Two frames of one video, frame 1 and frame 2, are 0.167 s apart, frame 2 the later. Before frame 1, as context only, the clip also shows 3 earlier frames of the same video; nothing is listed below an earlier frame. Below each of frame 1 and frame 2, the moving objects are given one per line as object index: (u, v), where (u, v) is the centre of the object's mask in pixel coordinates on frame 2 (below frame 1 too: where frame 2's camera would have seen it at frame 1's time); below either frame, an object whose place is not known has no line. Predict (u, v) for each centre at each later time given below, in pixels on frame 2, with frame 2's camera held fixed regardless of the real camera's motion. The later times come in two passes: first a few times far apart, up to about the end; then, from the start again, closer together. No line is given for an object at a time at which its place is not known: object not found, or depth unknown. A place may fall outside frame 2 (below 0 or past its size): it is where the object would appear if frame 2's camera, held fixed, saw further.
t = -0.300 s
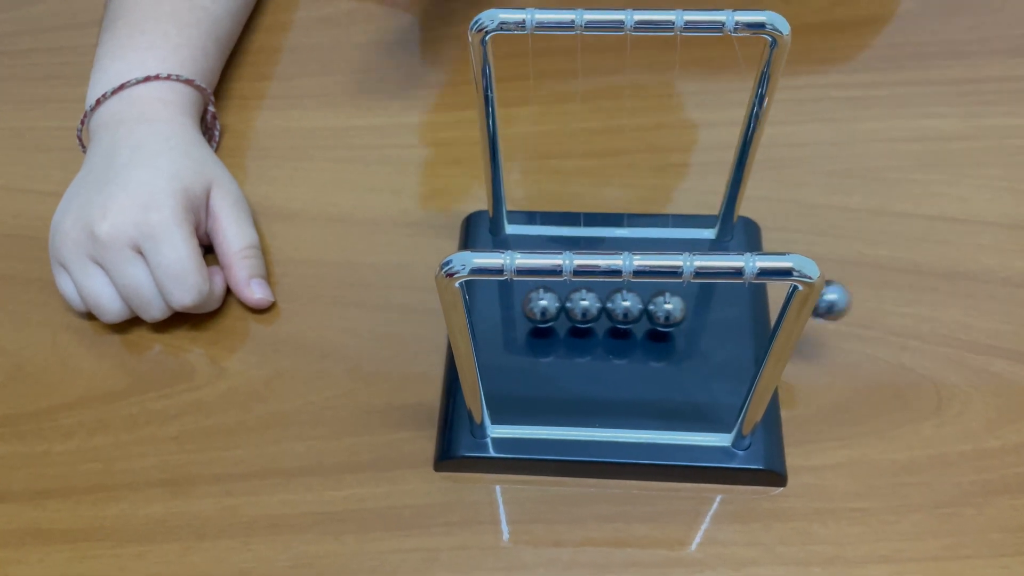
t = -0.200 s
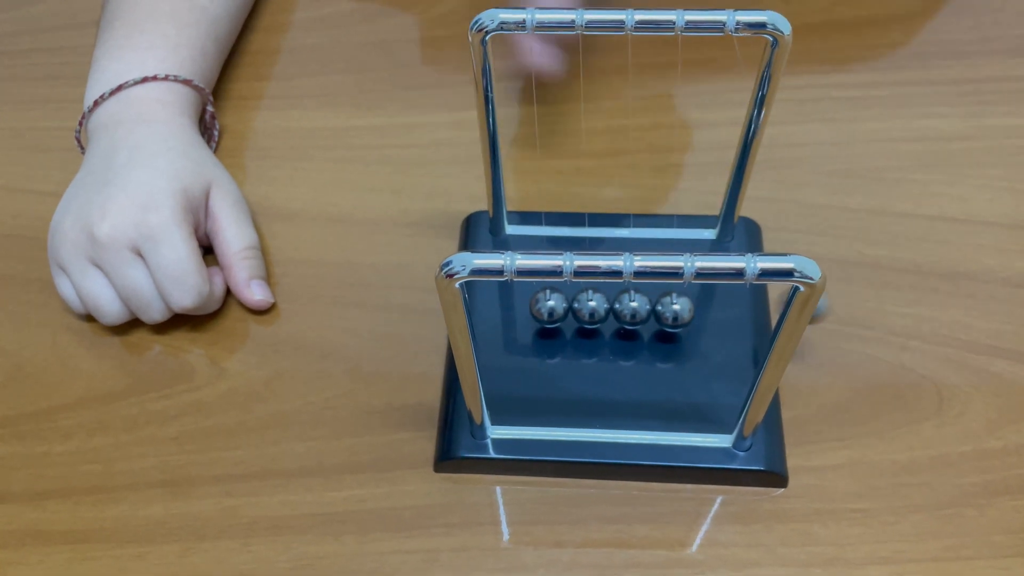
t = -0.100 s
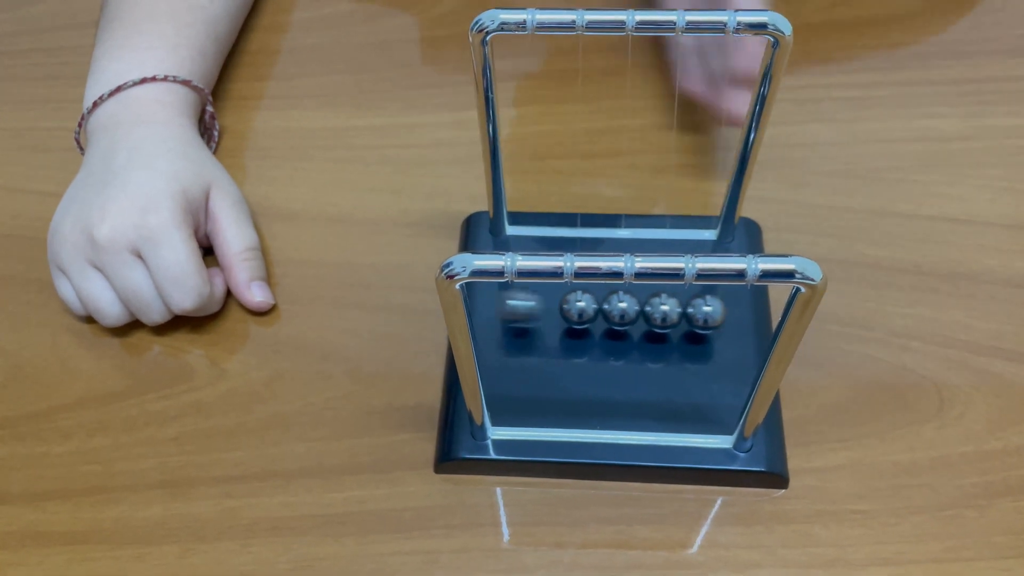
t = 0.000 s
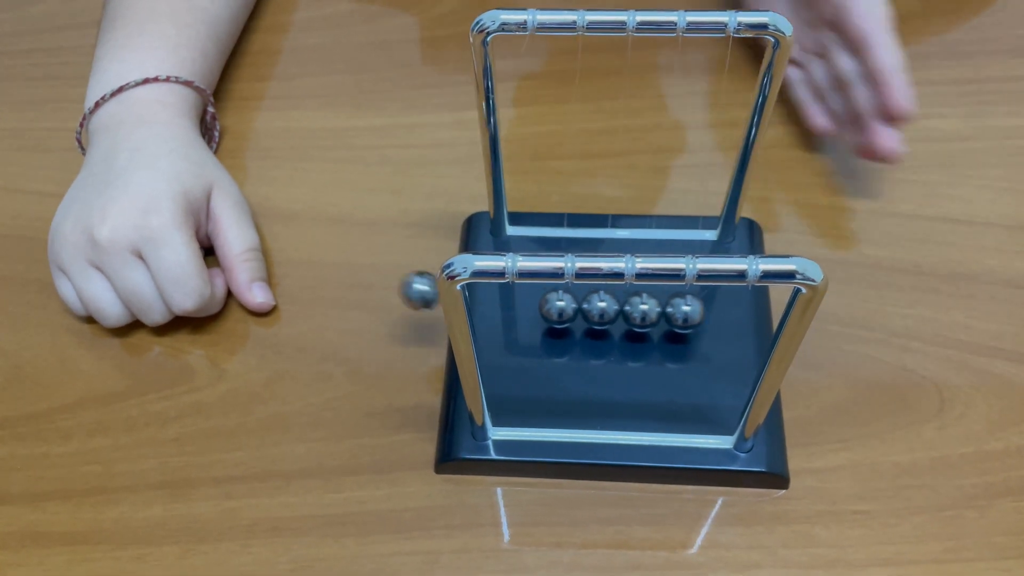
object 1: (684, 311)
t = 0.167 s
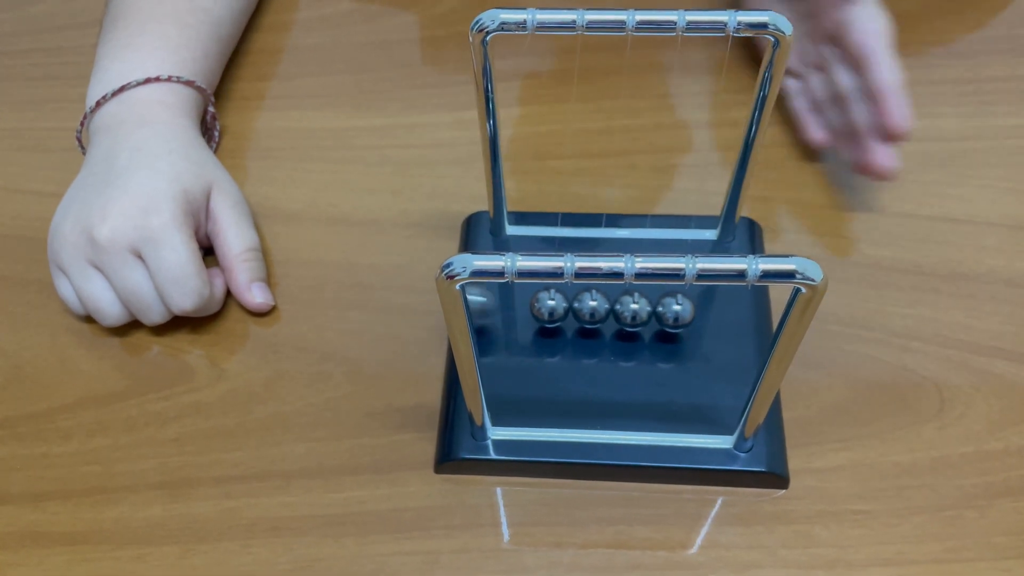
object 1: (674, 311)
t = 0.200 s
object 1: (680, 312)
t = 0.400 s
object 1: (830, 305)
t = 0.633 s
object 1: (685, 312)
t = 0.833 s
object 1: (675, 311)
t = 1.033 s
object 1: (824, 309)
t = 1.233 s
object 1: (697, 313)
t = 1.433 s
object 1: (668, 311)
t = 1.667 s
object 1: (819, 312)
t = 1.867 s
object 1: (700, 312)
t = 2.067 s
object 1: (665, 311)
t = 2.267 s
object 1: (777, 303)
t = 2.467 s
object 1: (715, 313)
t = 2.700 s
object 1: (663, 310)
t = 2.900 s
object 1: (773, 307)
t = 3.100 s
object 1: (718, 313)
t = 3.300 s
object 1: (661, 311)
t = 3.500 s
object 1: (755, 312)
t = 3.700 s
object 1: (728, 313)
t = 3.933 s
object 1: (659, 310)
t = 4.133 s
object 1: (748, 312)
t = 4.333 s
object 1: (732, 312)
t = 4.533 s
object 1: (667, 310)
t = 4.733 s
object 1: (722, 312)
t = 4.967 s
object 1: (735, 311)
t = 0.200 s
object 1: (680, 312)
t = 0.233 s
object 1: (719, 313)
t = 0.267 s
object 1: (759, 310)
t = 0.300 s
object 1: (779, 303)
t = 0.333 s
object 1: (827, 308)
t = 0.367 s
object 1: (833, 305)
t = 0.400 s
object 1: (830, 305)
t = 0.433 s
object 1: (822, 311)
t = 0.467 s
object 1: (771, 307)
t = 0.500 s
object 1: (743, 311)
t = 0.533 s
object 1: (709, 313)
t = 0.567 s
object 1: (702, 312)
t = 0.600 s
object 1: (693, 312)
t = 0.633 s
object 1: (685, 312)
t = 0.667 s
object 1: (678, 312)
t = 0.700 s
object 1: (672, 311)
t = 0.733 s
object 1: (669, 311)
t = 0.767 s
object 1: (669, 311)
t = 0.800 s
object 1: (671, 311)
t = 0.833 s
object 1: (675, 311)
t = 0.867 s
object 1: (705, 313)
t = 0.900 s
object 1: (746, 312)
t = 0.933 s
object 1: (771, 306)
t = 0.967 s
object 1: (782, 301)
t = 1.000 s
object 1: (824, 309)
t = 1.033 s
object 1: (824, 309)
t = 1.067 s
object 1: (819, 312)
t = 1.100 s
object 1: (771, 307)
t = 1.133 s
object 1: (748, 311)
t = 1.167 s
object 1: (714, 313)
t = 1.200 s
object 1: (706, 313)
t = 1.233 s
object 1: (697, 313)
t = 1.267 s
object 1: (688, 312)
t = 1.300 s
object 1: (679, 312)
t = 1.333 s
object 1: (672, 311)
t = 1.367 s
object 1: (668, 311)
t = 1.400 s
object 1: (667, 311)
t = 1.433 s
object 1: (668, 311)
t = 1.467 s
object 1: (672, 311)
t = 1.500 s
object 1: (697, 313)
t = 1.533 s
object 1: (733, 312)
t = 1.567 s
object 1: (762, 310)
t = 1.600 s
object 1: (777, 304)
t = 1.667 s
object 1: (819, 312)
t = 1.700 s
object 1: (782, 301)
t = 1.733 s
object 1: (770, 308)
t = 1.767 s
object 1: (750, 312)
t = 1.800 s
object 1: (719, 313)
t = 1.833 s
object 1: (710, 313)
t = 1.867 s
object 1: (700, 312)
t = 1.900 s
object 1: (690, 312)
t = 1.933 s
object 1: (681, 312)
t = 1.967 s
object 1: (673, 311)
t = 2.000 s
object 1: (667, 311)
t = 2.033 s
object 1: (665, 311)
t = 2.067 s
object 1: (665, 311)
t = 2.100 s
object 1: (669, 311)
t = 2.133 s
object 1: (691, 314)
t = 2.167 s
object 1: (722, 314)
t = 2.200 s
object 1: (753, 312)
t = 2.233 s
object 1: (770, 308)
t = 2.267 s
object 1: (777, 303)
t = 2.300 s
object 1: (780, 302)
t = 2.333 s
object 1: (777, 304)
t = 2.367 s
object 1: (768, 309)
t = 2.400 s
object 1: (750, 312)
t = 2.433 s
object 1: (723, 313)
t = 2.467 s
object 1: (715, 313)
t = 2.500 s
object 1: (705, 313)
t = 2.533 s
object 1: (695, 313)
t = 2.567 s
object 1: (685, 312)
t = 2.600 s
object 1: (675, 312)
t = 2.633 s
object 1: (667, 311)
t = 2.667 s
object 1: (663, 310)
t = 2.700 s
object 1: (663, 310)
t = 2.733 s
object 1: (666, 311)
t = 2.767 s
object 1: (688, 312)
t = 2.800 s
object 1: (717, 312)
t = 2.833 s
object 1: (745, 312)
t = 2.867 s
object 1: (763, 311)
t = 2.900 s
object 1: (773, 307)
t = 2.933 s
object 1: (775, 305)
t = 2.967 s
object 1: (773, 306)
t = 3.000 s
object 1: (764, 310)
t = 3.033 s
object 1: (747, 312)
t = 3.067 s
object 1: (726, 313)
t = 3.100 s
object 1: (718, 313)
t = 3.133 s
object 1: (708, 313)
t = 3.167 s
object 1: (696, 313)
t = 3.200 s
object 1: (685, 312)
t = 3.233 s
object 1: (674, 312)
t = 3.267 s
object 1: (666, 311)
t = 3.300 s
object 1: (661, 311)
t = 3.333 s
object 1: (660, 311)
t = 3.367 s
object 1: (662, 311)
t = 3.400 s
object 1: (685, 313)
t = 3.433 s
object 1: (710, 314)
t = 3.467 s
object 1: (737, 312)
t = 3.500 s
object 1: (755, 312)
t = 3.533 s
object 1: (766, 310)
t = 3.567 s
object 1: (770, 309)
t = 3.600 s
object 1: (768, 309)
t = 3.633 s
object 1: (760, 311)
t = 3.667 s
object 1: (742, 312)
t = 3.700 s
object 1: (728, 313)
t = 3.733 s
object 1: (721, 313)
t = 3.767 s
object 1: (710, 313)
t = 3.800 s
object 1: (698, 312)
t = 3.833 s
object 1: (687, 312)
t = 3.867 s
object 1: (675, 311)
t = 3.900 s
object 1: (665, 310)
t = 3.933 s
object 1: (659, 310)
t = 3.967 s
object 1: (658, 310)
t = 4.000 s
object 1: (663, 310)
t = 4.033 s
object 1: (684, 313)
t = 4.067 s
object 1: (707, 313)
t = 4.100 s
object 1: (730, 312)
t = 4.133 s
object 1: (748, 312)
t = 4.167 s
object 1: (758, 311)
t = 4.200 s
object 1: (762, 311)
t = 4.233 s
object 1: (760, 311)
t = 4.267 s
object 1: (752, 311)
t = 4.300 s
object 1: (737, 312)
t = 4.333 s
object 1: (732, 312)
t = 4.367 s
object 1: (724, 312)
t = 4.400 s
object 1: (714, 312)
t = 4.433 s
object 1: (701, 312)
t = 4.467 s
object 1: (689, 312)
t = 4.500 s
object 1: (677, 311)
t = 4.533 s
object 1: (667, 310)
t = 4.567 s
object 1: (660, 310)
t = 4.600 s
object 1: (657, 309)
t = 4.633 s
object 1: (667, 310)
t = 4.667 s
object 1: (685, 312)
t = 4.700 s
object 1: (704, 312)
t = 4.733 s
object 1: (722, 312)
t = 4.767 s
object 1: (738, 311)
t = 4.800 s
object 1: (748, 311)
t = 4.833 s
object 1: (752, 310)
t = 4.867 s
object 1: (751, 310)
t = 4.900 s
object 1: (744, 311)
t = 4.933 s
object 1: (738, 311)
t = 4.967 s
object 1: (735, 311)
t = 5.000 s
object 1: (729, 312)
